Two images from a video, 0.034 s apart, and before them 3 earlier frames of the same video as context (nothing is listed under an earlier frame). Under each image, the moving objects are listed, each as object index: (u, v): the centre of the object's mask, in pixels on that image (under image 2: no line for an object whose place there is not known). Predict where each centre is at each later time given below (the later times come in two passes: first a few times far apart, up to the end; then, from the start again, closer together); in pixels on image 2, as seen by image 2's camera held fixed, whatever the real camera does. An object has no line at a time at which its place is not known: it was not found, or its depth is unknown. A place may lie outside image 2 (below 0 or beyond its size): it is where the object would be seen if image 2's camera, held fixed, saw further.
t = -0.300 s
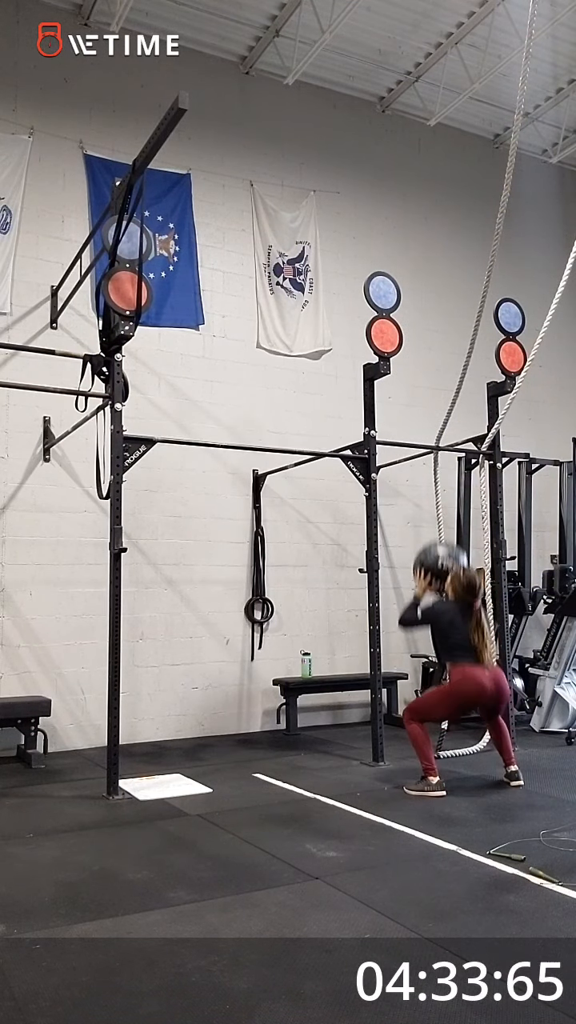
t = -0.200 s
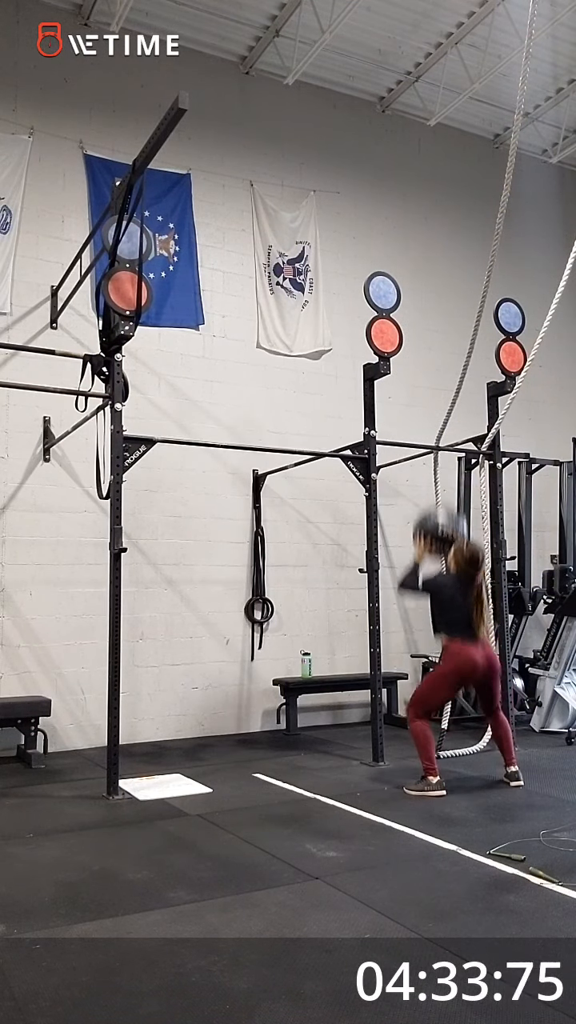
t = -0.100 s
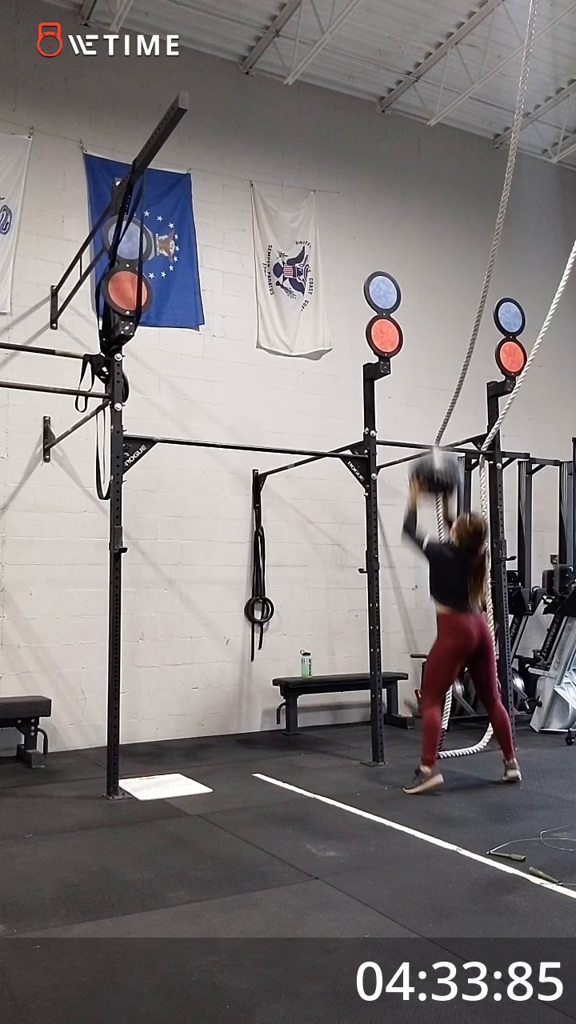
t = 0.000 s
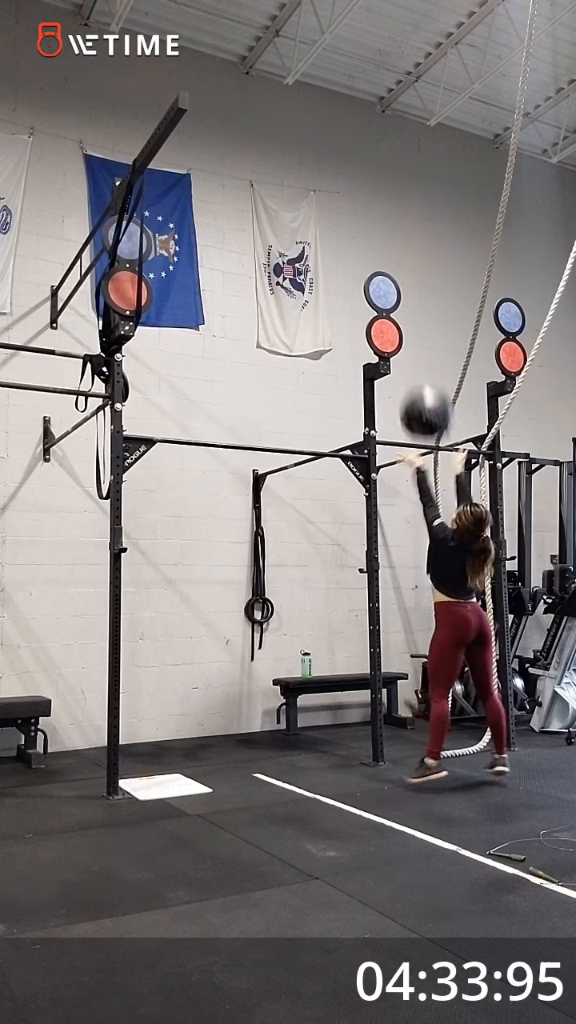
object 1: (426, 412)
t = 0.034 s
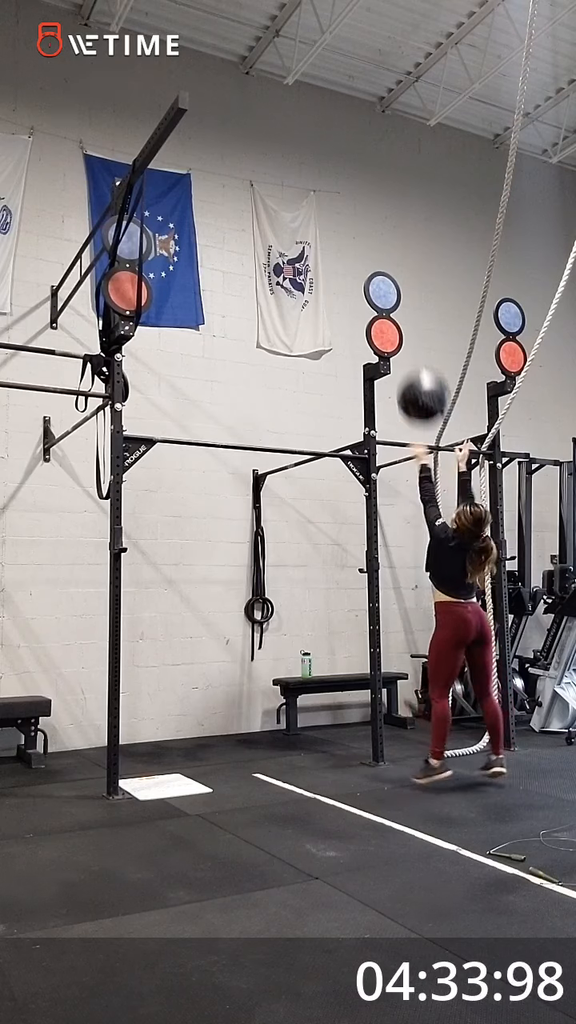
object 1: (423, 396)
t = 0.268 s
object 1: (406, 330)
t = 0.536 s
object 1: (409, 342)
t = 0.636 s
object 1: (413, 372)
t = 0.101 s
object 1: (418, 369)
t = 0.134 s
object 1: (416, 358)
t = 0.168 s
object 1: (414, 348)
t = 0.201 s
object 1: (411, 341)
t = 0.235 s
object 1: (409, 334)
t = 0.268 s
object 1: (406, 330)
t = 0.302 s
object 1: (404, 327)
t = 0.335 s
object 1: (402, 326)
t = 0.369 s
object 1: (403, 325)
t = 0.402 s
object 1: (404, 326)
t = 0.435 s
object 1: (405, 327)
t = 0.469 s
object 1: (406, 330)
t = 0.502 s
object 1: (408, 335)
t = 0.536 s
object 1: (409, 342)
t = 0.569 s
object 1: (410, 350)
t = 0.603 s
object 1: (412, 360)
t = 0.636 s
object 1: (413, 372)
